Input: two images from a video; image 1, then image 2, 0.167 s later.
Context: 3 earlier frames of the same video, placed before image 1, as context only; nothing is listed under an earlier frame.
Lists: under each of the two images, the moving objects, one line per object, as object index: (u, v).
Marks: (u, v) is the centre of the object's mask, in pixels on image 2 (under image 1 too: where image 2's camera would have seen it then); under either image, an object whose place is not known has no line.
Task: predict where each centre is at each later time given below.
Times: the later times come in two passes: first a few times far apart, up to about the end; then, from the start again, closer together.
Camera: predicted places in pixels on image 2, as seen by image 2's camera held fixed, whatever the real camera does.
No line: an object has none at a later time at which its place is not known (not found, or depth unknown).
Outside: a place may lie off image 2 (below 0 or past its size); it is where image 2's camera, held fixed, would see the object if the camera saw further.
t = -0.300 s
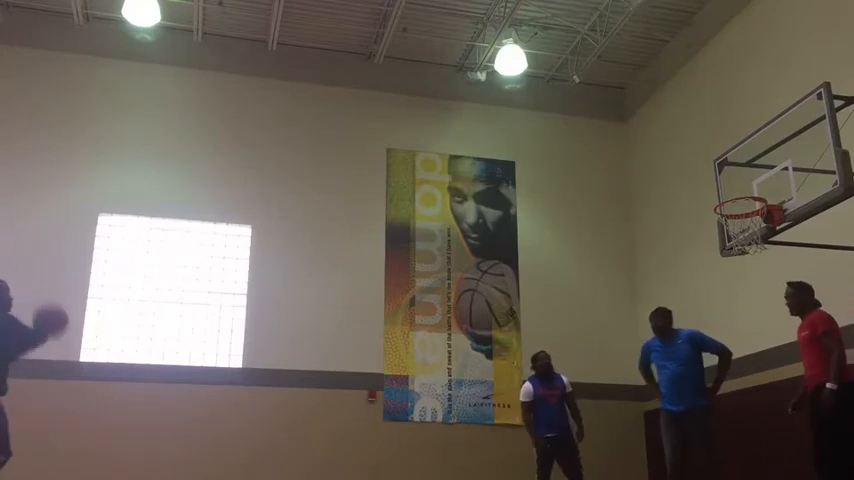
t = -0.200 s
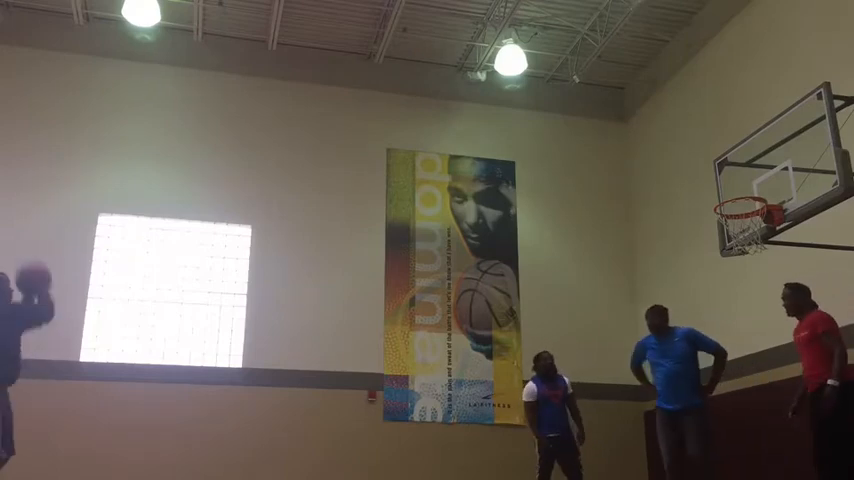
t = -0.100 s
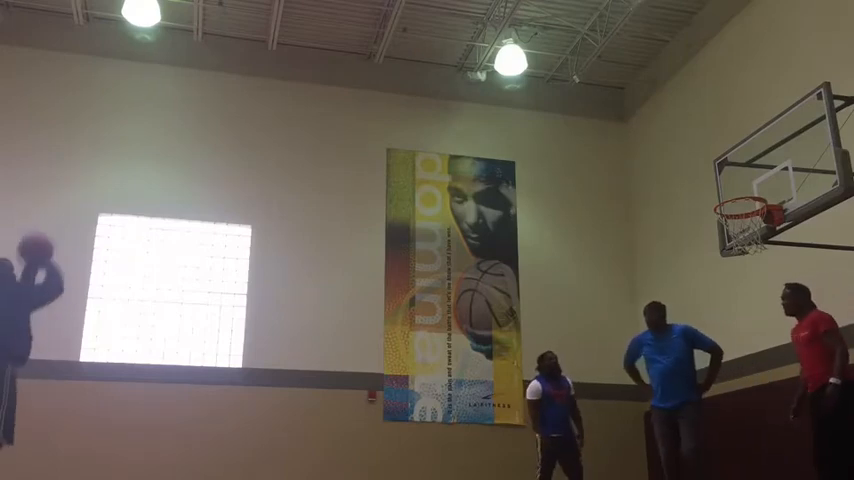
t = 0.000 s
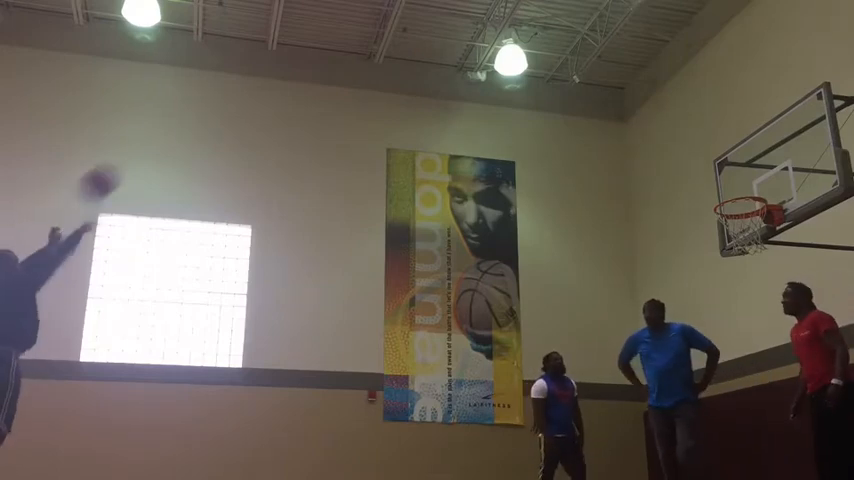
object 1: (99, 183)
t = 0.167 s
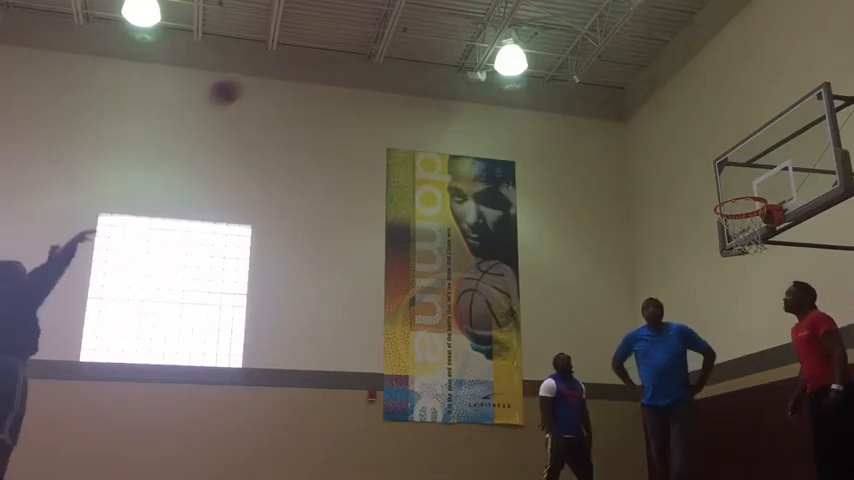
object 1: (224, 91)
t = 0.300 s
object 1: (308, 47)
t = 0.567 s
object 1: (449, 22)
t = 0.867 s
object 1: (585, 69)
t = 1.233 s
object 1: (741, 211)
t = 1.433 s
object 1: (768, 216)
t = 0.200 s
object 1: (247, 77)
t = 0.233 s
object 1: (268, 67)
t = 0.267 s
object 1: (288, 56)
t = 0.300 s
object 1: (308, 47)
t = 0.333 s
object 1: (328, 40)
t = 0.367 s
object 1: (345, 33)
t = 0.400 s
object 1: (365, 29)
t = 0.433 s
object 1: (383, 26)
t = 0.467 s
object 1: (399, 24)
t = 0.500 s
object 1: (415, 22)
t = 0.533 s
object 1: (432, 22)
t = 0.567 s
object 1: (449, 22)
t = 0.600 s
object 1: (466, 24)
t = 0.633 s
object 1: (482, 26)
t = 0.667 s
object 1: (496, 29)
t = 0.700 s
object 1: (511, 32)
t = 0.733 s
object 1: (529, 38)
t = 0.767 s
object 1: (541, 45)
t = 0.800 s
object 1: (558, 54)
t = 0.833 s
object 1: (571, 61)
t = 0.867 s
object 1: (585, 69)
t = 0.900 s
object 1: (601, 79)
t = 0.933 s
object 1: (616, 90)
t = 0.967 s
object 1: (631, 103)
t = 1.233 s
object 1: (741, 211)
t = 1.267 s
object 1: (757, 217)
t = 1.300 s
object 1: (765, 221)
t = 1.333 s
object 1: (769, 218)
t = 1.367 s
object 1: (770, 217)
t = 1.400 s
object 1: (769, 216)
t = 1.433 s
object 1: (768, 216)
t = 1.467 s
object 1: (767, 216)
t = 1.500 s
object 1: (761, 218)
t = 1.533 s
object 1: (759, 220)
